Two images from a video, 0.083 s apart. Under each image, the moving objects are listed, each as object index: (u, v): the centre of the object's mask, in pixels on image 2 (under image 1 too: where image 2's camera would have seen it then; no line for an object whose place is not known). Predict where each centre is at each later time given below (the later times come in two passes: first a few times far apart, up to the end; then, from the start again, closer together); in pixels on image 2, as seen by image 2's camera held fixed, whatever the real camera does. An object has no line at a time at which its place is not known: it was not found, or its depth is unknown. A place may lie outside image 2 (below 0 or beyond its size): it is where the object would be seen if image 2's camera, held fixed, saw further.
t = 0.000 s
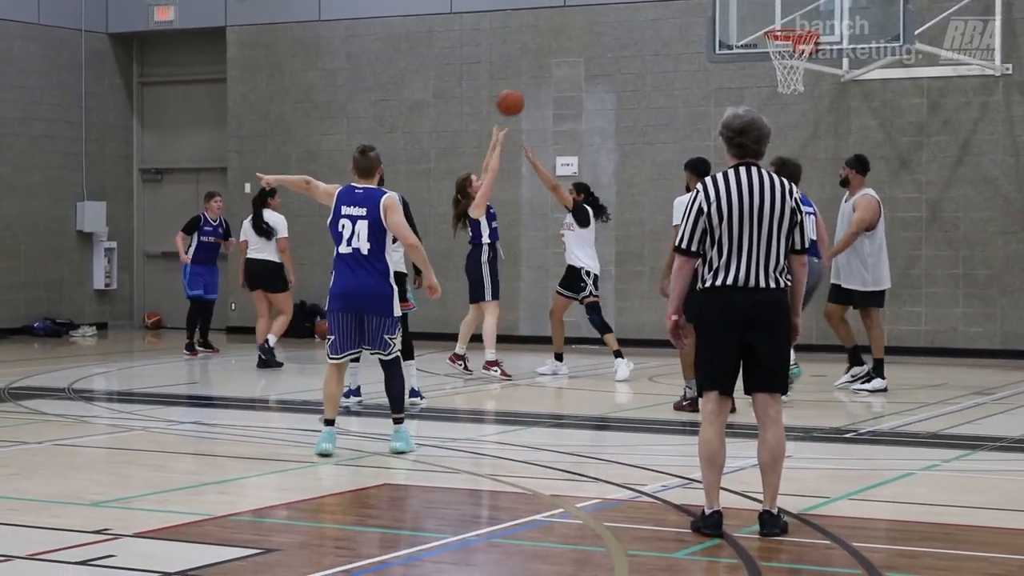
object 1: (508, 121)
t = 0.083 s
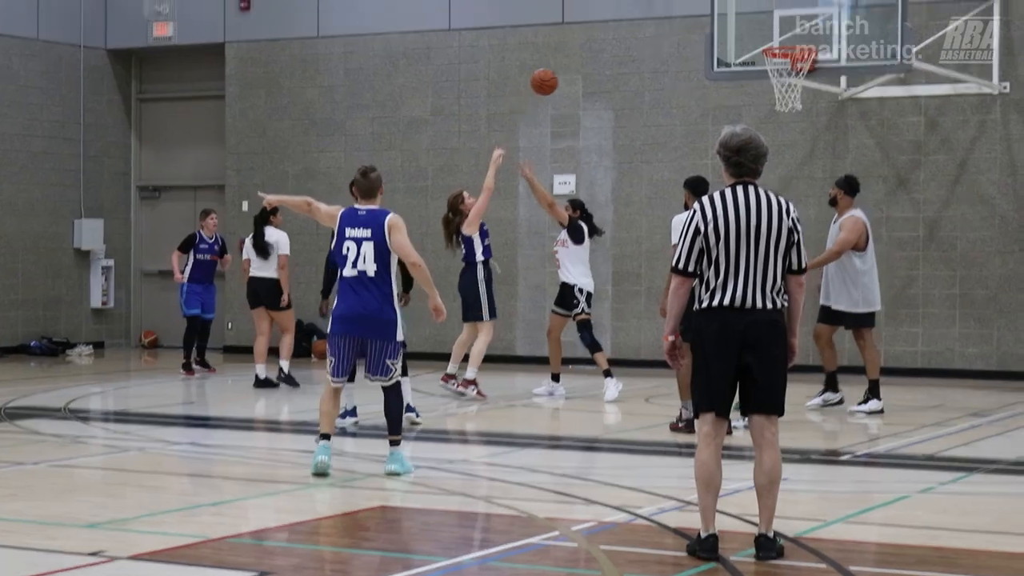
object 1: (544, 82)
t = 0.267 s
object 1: (623, 22)
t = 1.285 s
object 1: (791, 173)
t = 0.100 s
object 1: (551, 75)
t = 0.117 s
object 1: (559, 68)
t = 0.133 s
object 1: (566, 61)
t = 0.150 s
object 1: (573, 55)
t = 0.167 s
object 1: (581, 49)
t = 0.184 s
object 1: (587, 44)
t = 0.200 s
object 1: (595, 39)
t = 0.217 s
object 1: (602, 34)
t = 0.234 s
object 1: (609, 30)
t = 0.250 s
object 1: (616, 26)
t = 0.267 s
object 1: (623, 22)
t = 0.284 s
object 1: (630, 18)
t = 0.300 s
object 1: (637, 16)
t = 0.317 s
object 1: (644, 13)
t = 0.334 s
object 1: (651, 10)
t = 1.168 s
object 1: (790, 127)
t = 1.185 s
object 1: (790, 133)
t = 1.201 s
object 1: (790, 139)
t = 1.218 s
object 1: (790, 145)
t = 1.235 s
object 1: (790, 151)
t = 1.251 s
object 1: (790, 158)
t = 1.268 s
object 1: (791, 165)
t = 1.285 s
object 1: (791, 173)
